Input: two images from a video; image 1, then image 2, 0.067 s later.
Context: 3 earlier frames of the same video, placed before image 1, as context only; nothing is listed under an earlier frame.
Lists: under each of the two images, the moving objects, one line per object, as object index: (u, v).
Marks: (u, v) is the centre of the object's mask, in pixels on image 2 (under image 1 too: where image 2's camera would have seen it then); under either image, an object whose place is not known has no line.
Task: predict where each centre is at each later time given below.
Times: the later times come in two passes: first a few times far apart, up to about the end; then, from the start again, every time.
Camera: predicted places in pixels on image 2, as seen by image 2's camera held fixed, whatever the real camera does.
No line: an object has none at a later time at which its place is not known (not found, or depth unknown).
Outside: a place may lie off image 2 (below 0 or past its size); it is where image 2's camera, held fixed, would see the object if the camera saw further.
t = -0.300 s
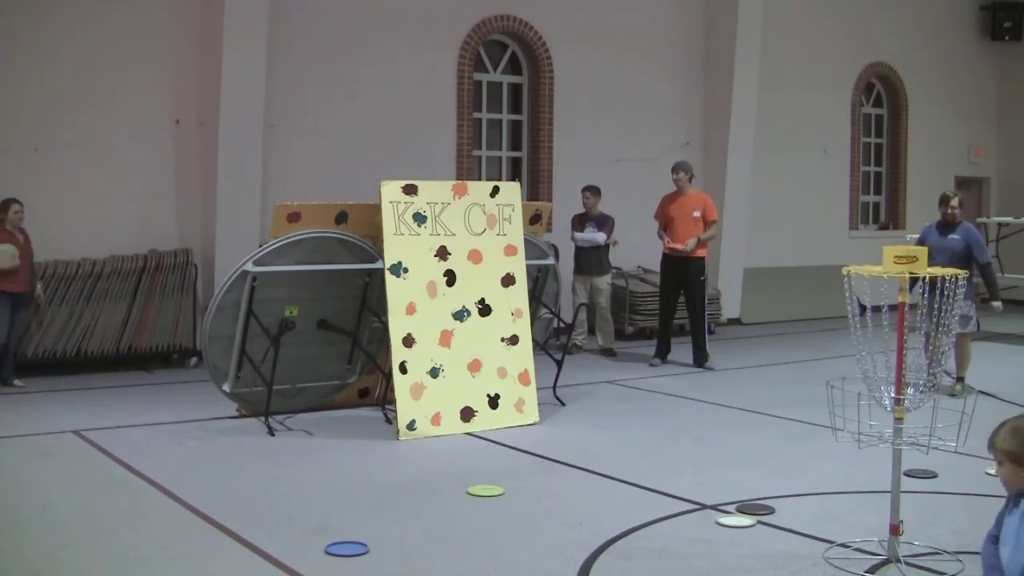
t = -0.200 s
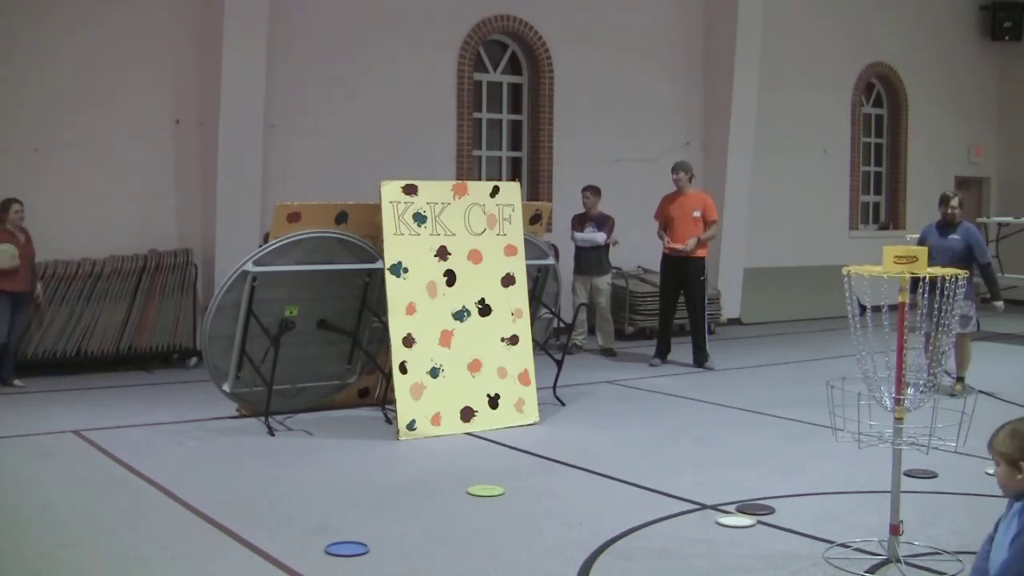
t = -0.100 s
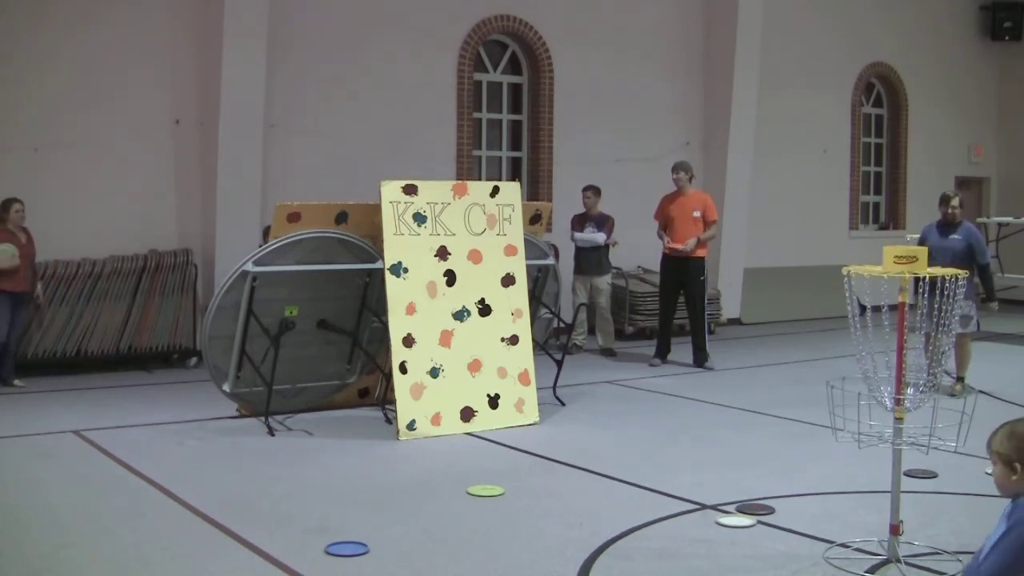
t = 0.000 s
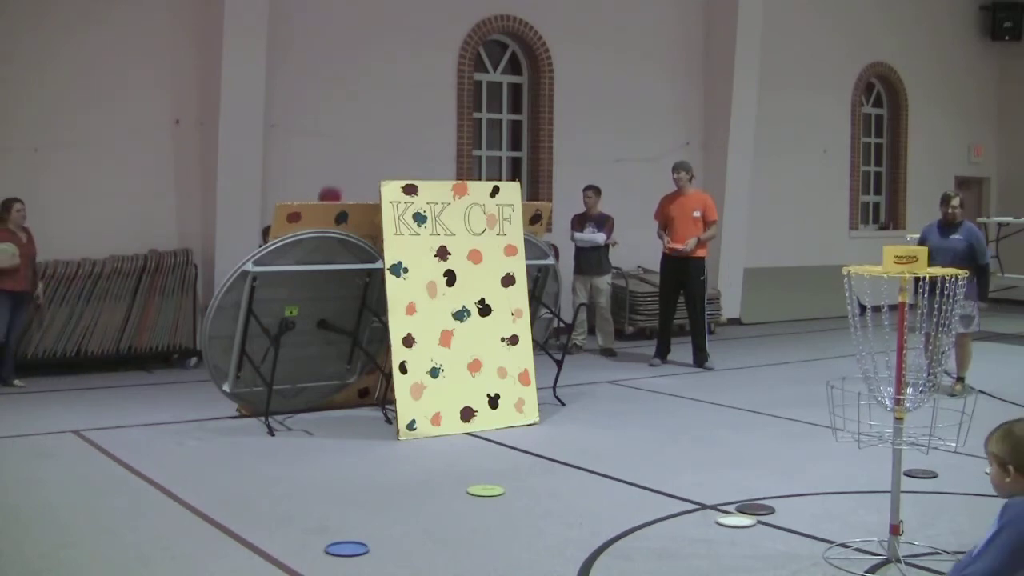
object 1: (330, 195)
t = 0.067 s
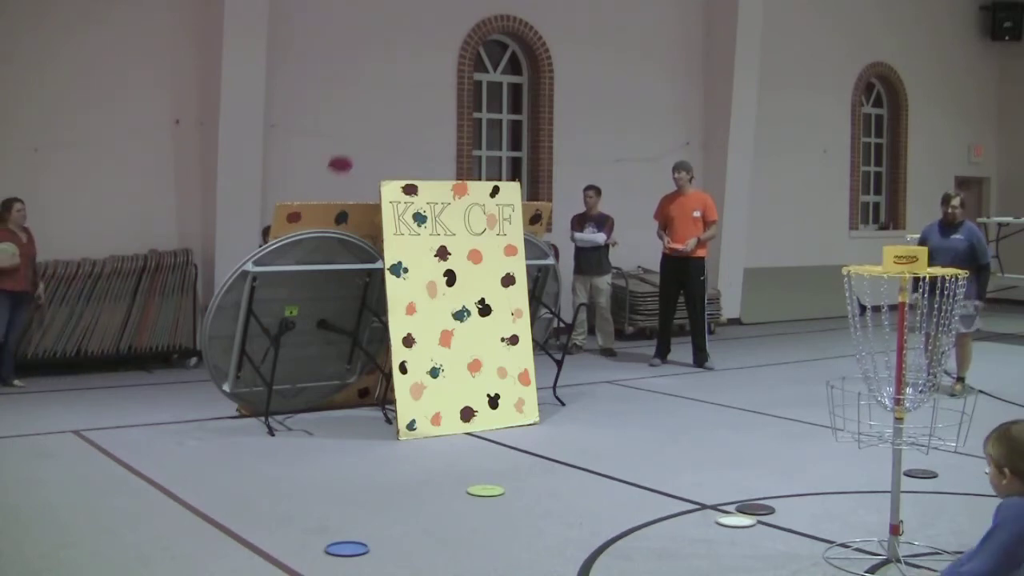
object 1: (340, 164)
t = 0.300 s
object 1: (381, 75)
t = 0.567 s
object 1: (436, 32)
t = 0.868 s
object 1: (510, 86)
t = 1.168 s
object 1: (593, 282)
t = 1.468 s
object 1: (654, 469)
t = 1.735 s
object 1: (679, 507)
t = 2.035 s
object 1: (686, 514)
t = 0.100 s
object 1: (346, 149)
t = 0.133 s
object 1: (351, 135)
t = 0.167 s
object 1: (357, 121)
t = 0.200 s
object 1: (363, 109)
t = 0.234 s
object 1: (369, 96)
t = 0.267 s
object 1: (375, 85)
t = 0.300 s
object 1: (381, 75)
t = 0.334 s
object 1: (388, 66)
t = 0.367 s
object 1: (394, 58)
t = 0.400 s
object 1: (401, 50)
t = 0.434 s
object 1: (407, 45)
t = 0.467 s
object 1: (414, 40)
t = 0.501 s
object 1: (422, 36)
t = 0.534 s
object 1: (429, 33)
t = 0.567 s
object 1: (436, 32)
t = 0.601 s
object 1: (444, 32)
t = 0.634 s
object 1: (451, 33)
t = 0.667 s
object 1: (459, 37)
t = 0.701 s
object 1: (467, 40)
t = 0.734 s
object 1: (476, 45)
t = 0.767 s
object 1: (483, 53)
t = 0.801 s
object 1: (491, 61)
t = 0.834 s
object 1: (501, 73)
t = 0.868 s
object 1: (510, 86)
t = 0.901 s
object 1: (518, 100)
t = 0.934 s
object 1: (527, 116)
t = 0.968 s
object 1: (537, 135)
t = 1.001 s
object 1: (546, 155)
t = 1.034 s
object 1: (554, 176)
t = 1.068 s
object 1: (565, 201)
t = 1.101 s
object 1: (574, 226)
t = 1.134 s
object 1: (584, 255)
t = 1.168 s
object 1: (593, 282)
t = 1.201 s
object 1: (602, 314)
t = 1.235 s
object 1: (612, 346)
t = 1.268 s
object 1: (620, 380)
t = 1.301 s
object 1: (629, 415)
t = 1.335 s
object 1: (636, 452)
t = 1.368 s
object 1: (642, 478)
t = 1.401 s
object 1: (647, 478)
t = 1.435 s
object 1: (651, 472)
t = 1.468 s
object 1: (654, 469)
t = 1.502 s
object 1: (657, 468)
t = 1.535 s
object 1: (660, 468)
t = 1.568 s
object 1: (663, 470)
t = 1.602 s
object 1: (666, 474)
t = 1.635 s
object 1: (669, 481)
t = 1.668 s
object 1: (672, 489)
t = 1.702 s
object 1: (676, 501)
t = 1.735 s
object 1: (679, 507)
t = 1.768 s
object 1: (682, 511)
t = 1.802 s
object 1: (683, 512)
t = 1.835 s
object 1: (684, 512)
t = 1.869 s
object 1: (685, 512)
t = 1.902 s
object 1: (685, 512)
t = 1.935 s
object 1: (686, 514)
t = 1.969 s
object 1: (686, 514)
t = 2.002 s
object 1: (686, 514)
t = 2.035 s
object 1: (686, 514)
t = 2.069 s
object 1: (685, 514)
